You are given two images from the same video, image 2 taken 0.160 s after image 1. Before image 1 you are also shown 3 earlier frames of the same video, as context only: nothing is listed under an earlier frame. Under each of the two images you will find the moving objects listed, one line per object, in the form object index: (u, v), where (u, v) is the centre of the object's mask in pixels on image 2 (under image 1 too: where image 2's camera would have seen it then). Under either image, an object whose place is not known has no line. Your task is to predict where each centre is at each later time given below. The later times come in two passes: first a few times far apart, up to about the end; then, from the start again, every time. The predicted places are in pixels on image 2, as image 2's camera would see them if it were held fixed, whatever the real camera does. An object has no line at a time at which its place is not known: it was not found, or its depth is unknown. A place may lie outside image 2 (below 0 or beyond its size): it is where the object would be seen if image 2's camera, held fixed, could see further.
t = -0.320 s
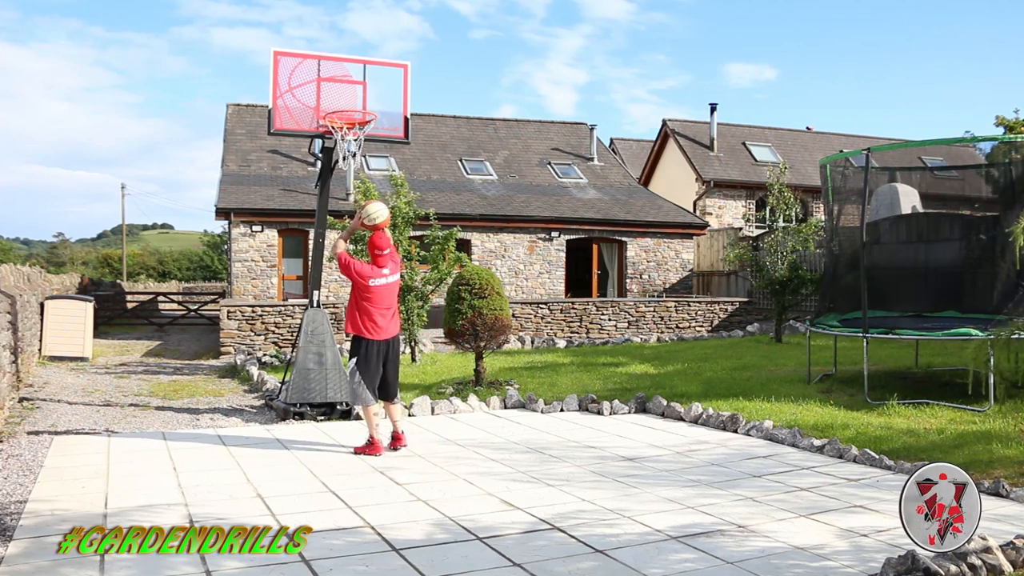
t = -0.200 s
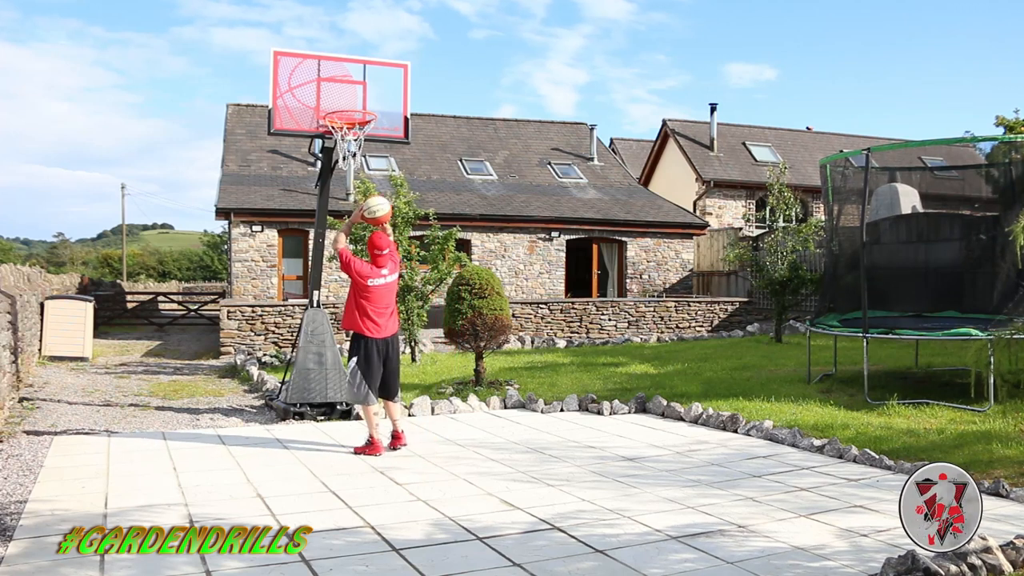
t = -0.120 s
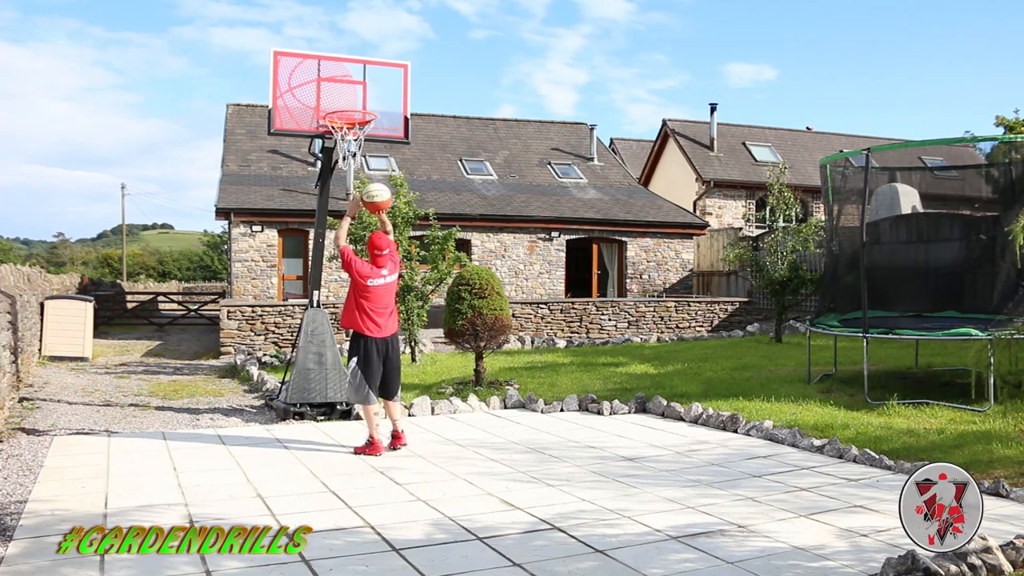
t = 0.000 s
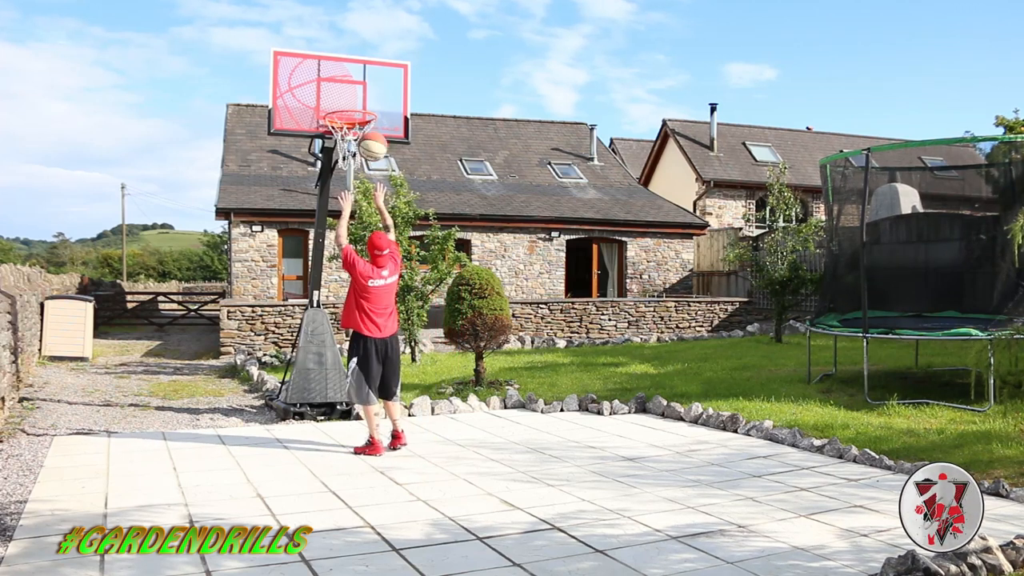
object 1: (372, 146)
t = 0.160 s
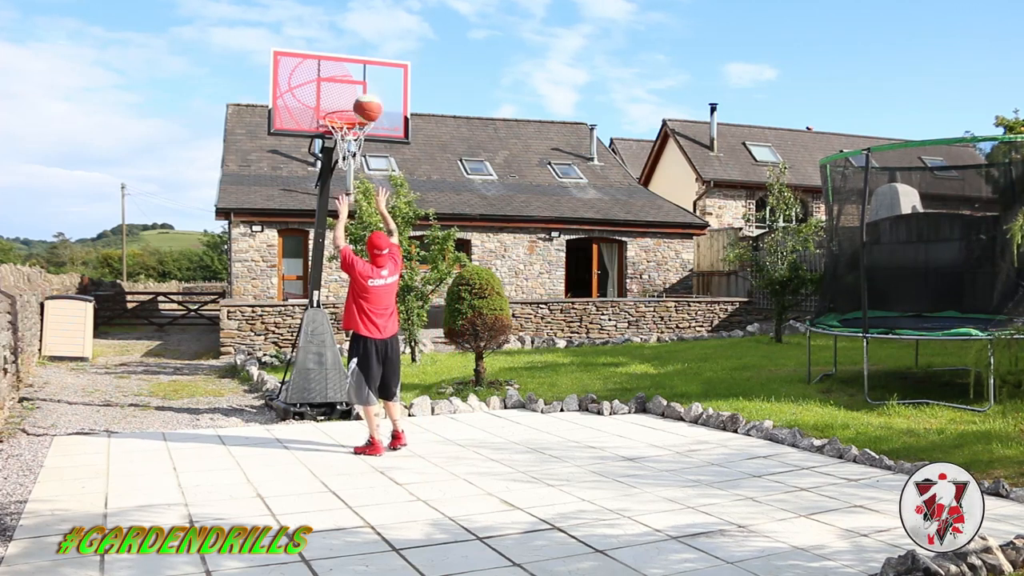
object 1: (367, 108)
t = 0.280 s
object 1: (362, 90)
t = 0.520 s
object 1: (350, 106)
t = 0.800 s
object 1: (348, 155)
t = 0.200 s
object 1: (365, 100)
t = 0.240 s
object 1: (364, 94)
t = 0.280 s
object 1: (362, 90)
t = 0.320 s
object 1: (360, 88)
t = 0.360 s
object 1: (358, 88)
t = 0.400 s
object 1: (356, 90)
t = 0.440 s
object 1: (354, 93)
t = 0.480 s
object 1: (352, 98)
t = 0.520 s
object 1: (350, 106)
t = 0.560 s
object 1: (348, 115)
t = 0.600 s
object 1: (349, 120)
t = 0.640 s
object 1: (348, 131)
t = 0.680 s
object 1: (348, 135)
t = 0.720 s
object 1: (348, 142)
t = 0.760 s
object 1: (348, 146)
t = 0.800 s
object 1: (348, 155)
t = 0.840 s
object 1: (349, 165)
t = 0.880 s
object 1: (349, 177)
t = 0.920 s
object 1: (350, 191)
